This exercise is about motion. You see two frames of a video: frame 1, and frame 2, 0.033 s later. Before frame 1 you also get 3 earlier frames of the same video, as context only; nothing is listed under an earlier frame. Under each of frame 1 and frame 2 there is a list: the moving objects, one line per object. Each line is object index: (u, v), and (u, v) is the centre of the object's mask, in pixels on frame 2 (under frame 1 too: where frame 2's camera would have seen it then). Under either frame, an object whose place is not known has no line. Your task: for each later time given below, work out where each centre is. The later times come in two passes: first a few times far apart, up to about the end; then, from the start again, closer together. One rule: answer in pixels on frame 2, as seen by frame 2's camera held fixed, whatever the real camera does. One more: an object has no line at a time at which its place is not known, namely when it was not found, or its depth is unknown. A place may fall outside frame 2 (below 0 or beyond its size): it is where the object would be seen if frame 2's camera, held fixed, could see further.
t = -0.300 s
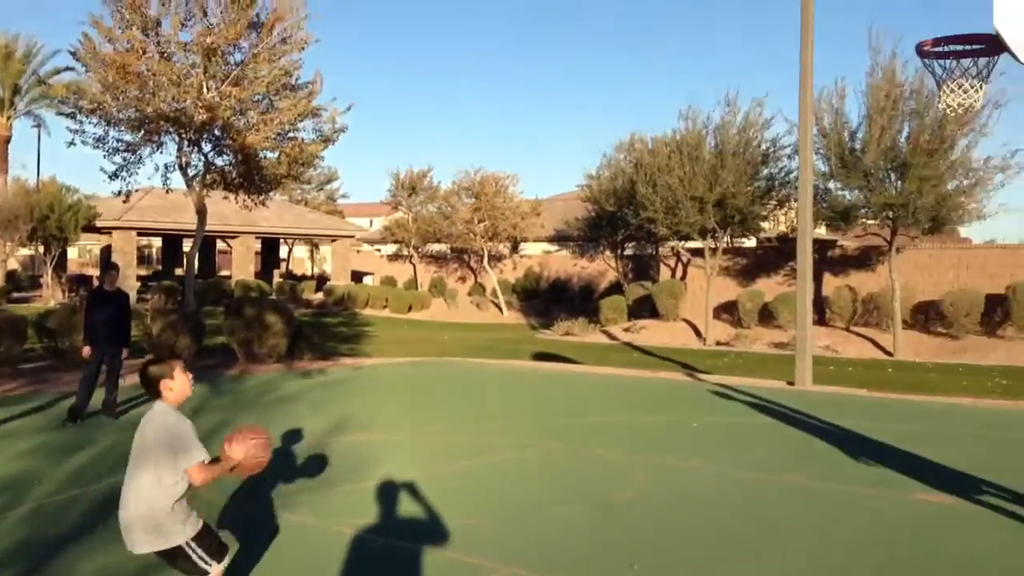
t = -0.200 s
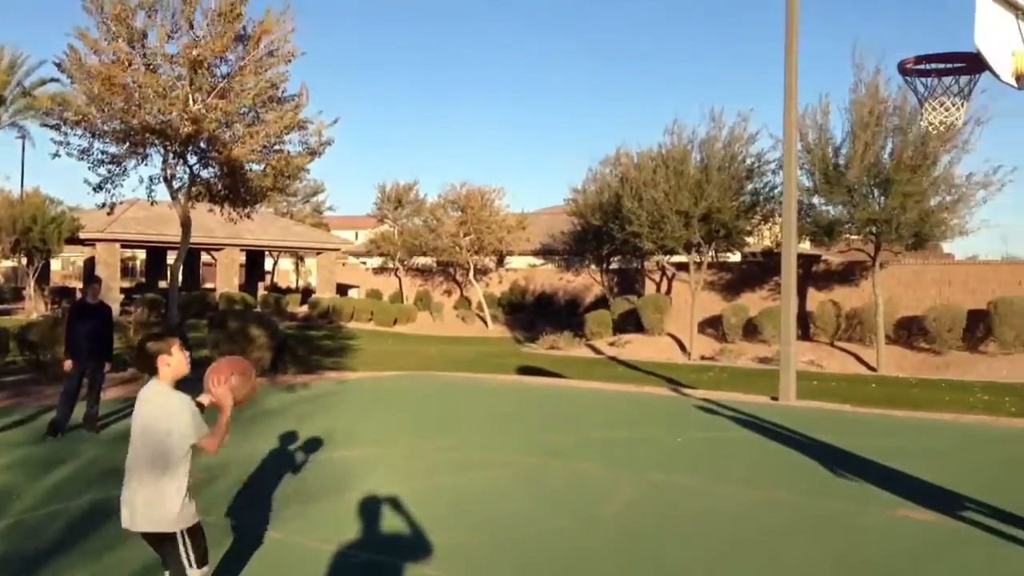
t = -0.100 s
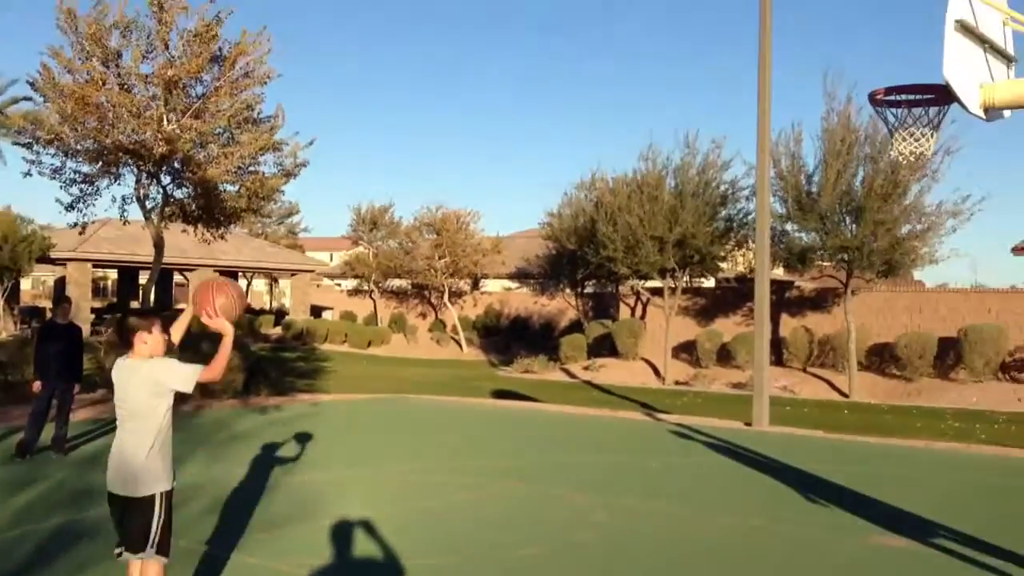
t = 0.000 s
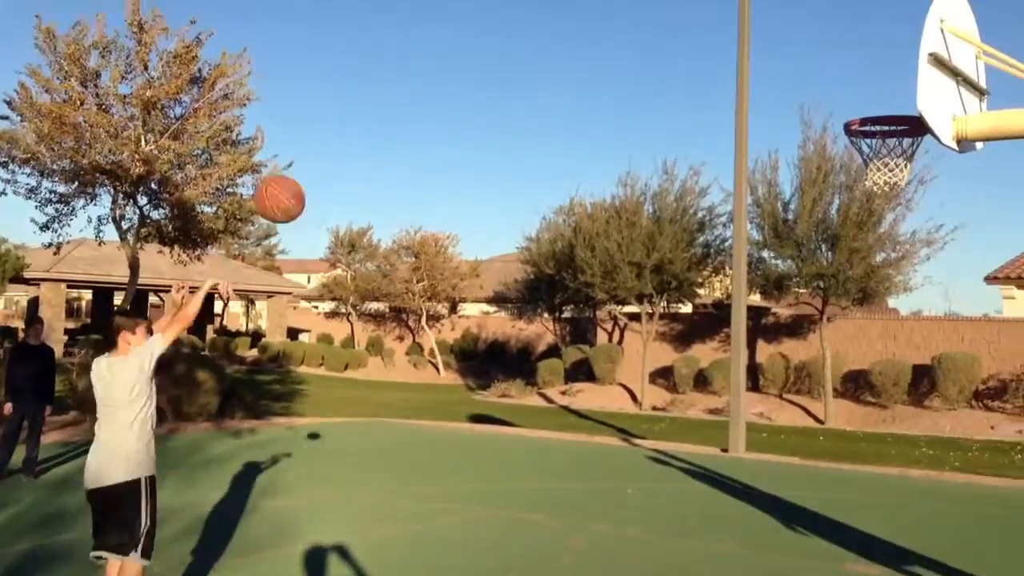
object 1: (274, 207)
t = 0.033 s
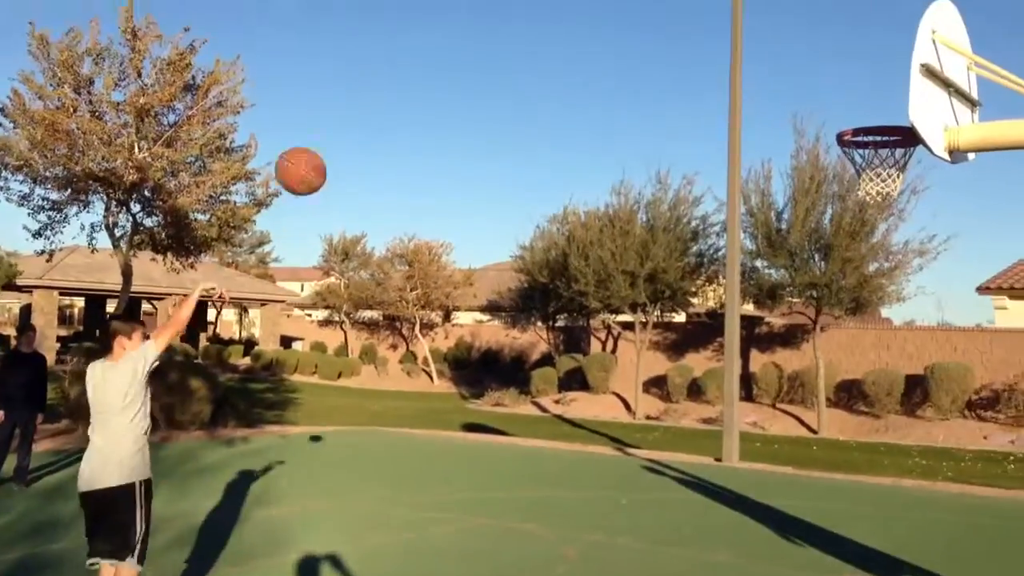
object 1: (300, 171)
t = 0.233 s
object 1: (455, 14)
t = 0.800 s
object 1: (777, 12)
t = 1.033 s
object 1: (881, 157)
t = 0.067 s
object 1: (328, 138)
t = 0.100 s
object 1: (354, 107)
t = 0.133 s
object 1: (383, 79)
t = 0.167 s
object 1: (408, 51)
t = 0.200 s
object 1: (431, 31)
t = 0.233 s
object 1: (455, 14)
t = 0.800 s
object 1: (777, 12)
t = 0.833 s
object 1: (794, 28)
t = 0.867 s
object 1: (809, 45)
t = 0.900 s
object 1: (824, 65)
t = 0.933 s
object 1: (839, 87)
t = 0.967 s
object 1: (854, 109)
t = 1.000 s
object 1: (869, 131)
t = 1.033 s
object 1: (881, 157)
